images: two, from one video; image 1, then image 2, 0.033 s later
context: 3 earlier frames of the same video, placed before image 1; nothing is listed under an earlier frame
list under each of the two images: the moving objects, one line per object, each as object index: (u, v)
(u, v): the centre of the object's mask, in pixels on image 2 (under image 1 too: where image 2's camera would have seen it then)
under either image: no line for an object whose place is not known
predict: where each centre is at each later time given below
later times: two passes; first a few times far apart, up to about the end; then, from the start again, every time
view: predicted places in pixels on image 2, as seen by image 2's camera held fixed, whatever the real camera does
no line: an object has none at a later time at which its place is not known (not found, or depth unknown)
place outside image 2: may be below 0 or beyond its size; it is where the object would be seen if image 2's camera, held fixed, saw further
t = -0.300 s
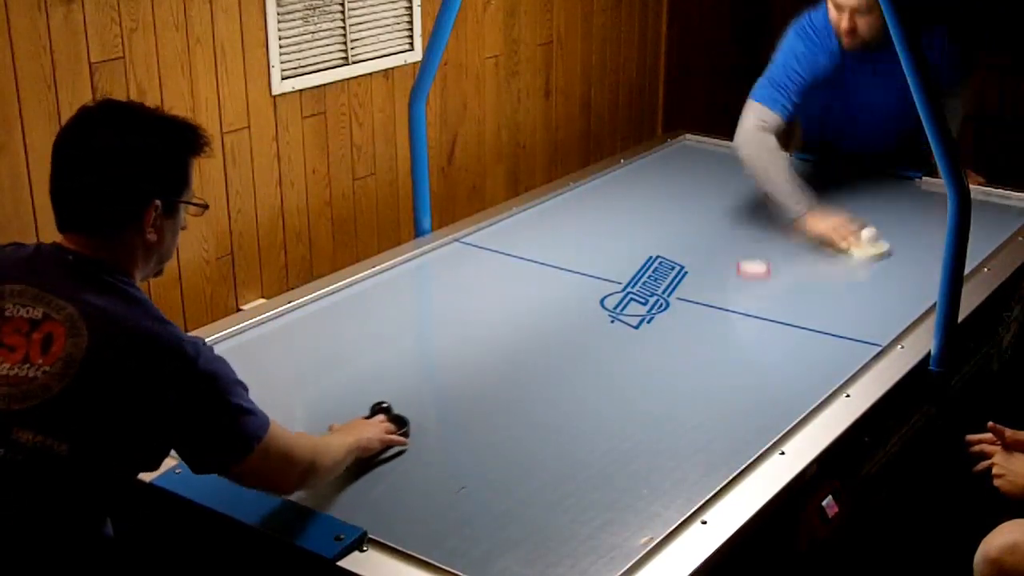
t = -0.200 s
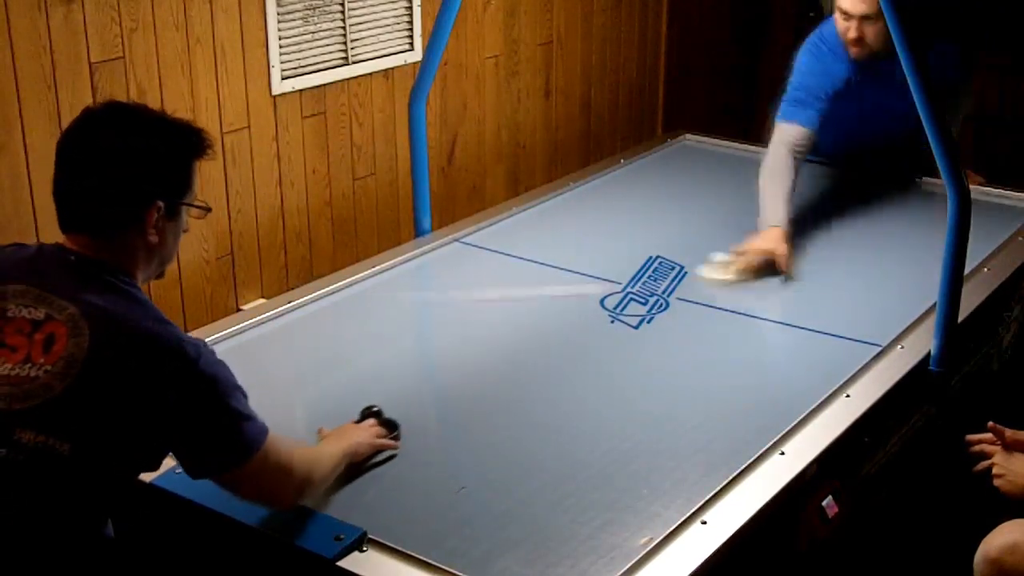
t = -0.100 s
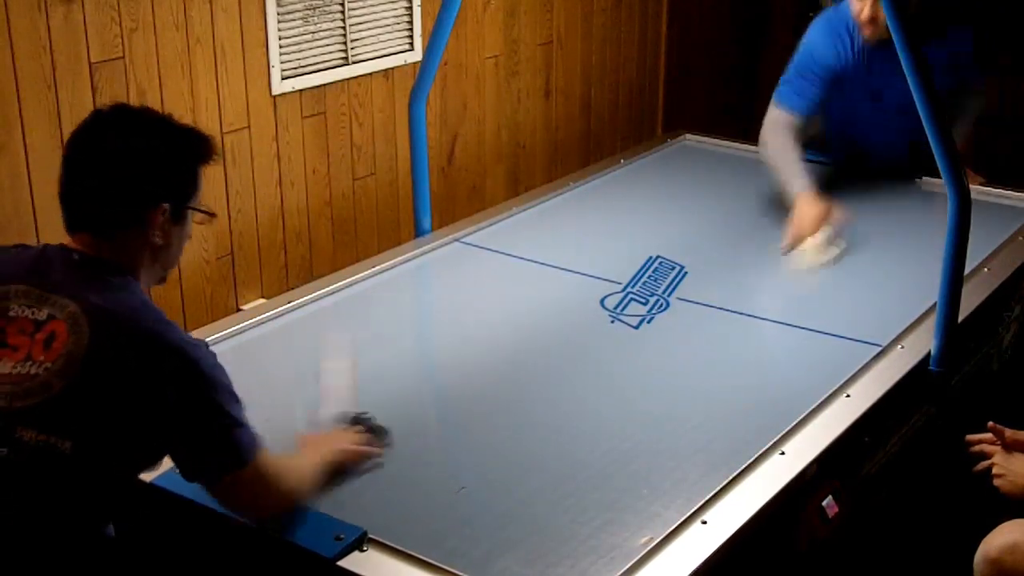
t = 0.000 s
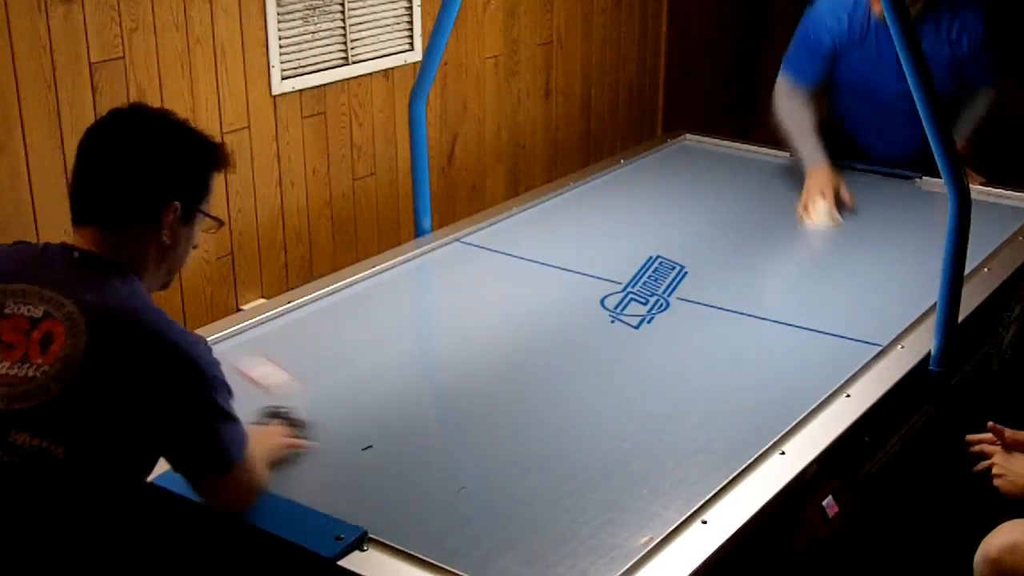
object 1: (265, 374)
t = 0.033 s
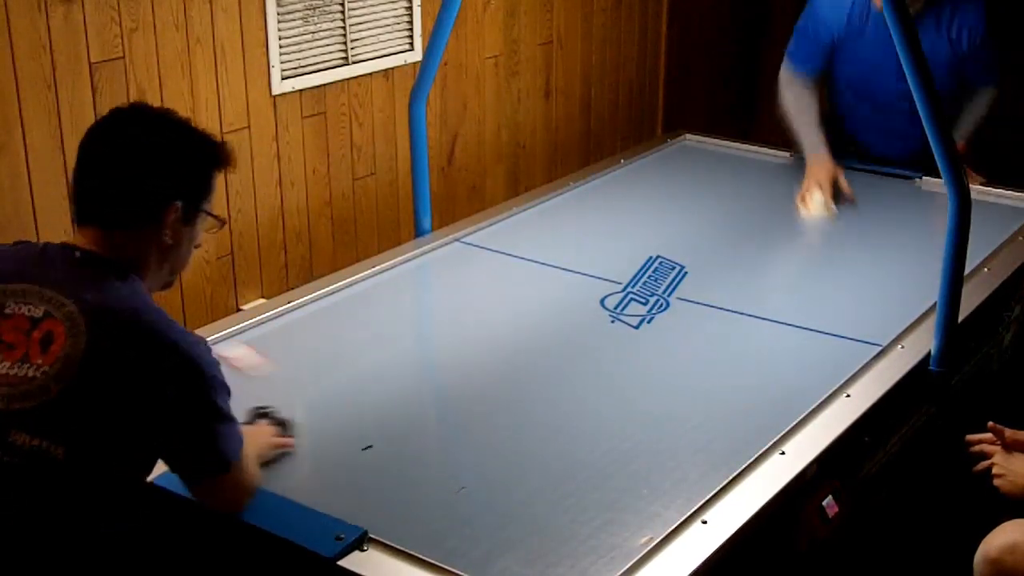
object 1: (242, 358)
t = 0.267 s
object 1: (459, 424)
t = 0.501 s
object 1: (618, 477)
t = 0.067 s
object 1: (249, 355)
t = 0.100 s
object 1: (278, 366)
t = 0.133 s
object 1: (313, 377)
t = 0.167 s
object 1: (346, 388)
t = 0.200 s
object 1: (385, 401)
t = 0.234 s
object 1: (421, 412)
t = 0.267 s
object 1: (459, 424)
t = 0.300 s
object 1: (502, 438)
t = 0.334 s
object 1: (541, 450)
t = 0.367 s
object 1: (583, 463)
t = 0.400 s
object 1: (628, 477)
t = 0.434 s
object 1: (663, 489)
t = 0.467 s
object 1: (654, 487)
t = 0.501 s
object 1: (618, 477)
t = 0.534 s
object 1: (580, 467)
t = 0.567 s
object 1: (544, 457)
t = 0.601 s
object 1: (511, 448)
